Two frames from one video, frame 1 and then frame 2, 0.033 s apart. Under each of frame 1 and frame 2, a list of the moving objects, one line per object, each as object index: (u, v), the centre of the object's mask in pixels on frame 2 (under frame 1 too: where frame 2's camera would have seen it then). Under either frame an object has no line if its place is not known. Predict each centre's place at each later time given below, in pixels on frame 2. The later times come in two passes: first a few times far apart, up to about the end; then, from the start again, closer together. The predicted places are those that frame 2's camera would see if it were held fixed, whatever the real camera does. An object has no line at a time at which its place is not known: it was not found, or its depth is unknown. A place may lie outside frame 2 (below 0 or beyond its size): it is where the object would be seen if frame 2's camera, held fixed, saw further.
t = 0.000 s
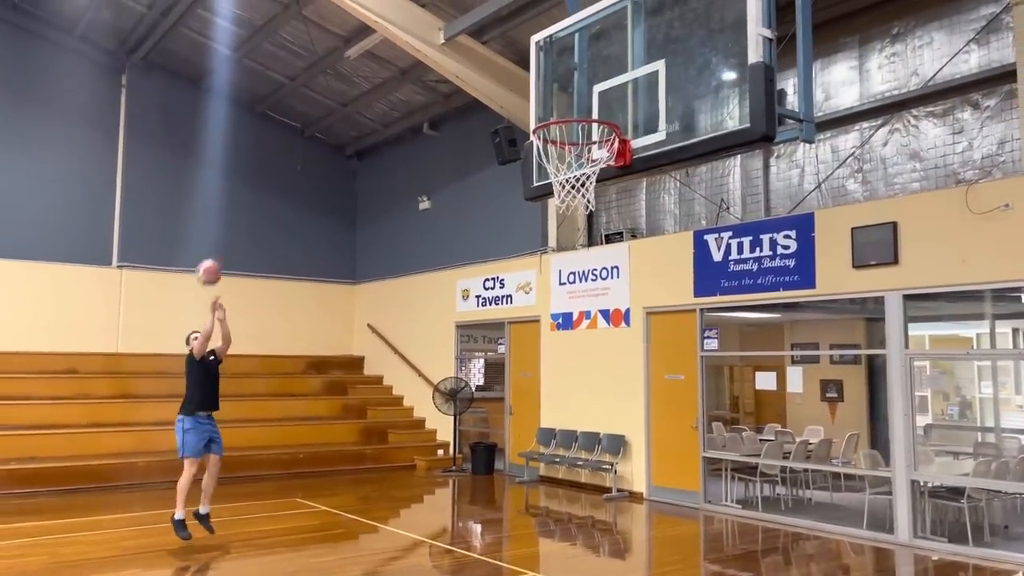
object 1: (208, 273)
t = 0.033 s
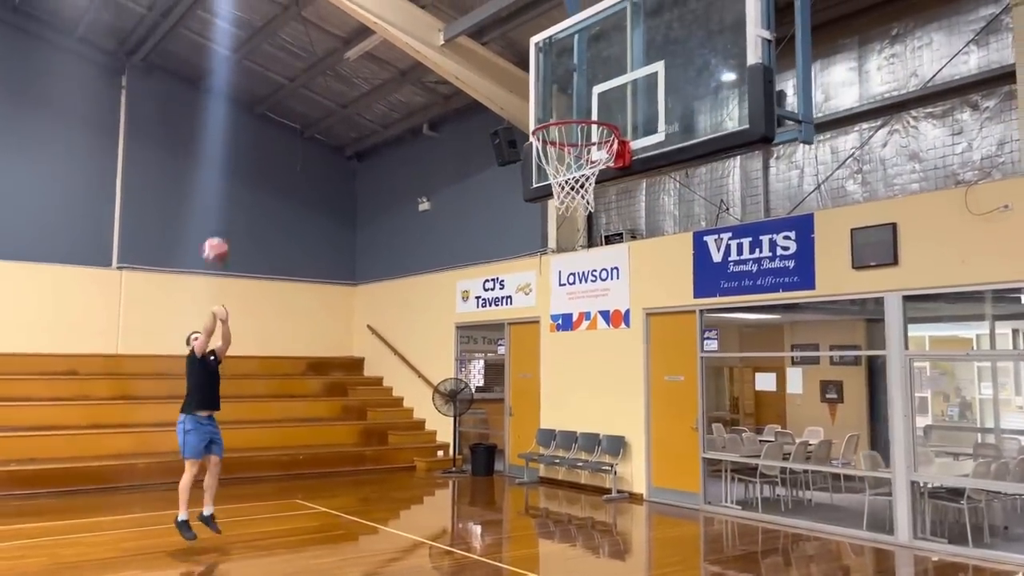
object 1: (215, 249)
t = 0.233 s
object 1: (256, 128)
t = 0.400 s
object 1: (292, 47)
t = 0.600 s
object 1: (341, -19)
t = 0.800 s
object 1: (395, -44)
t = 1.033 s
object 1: (471, -8)
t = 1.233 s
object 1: (555, 103)
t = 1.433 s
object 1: (600, 203)
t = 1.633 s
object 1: (619, 315)
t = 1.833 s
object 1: (634, 481)
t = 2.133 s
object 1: (632, 504)
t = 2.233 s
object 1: (633, 439)
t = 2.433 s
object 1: (620, 356)
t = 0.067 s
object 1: (222, 227)
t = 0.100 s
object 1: (228, 206)
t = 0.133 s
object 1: (235, 185)
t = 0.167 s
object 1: (242, 165)
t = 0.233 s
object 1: (256, 128)
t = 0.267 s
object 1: (263, 110)
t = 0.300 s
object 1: (270, 93)
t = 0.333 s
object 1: (277, 76)
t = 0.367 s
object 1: (285, 62)
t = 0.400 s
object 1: (292, 47)
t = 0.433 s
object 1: (299, 34)
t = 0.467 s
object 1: (307, 21)
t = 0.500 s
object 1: (315, 9)
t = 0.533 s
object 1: (324, -1)
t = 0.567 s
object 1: (332, -10)
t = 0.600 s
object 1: (341, -19)
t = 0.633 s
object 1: (348, -26)
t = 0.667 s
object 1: (357, -31)
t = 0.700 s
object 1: (366, -36)
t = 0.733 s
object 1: (375, -39)
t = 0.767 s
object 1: (385, -43)
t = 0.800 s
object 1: (395, -44)
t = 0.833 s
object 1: (405, -46)
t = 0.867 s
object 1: (416, -43)
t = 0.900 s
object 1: (425, -41)
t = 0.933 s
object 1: (436, -35)
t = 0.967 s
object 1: (447, -27)
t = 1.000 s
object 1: (459, -19)
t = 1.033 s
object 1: (471, -8)
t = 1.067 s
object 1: (486, 5)
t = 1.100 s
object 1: (498, 20)
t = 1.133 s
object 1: (511, 36)
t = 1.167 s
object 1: (525, 56)
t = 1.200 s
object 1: (541, 78)
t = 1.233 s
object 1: (555, 103)
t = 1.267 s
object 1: (570, 130)
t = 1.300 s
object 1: (584, 157)
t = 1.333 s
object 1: (587, 167)
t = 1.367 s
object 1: (594, 177)
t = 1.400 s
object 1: (596, 195)
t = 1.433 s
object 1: (600, 203)
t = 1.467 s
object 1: (603, 219)
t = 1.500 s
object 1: (606, 232)
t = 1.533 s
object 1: (610, 250)
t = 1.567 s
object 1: (613, 271)
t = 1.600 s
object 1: (615, 292)
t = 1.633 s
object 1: (619, 315)
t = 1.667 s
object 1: (622, 339)
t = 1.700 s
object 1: (625, 366)
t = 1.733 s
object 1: (628, 394)
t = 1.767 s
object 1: (633, 425)
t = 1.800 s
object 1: (636, 455)
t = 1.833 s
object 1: (634, 481)
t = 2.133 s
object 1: (632, 504)
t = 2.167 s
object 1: (636, 485)
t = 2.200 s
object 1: (635, 462)
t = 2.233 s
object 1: (633, 439)
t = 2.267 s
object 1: (630, 421)
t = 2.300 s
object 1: (628, 405)
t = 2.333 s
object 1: (626, 390)
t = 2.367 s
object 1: (624, 377)
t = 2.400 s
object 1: (622, 365)
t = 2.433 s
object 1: (620, 356)
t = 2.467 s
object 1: (618, 349)
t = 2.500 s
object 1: (617, 344)
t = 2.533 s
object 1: (615, 340)
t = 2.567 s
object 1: (613, 338)
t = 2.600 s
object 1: (612, 338)
